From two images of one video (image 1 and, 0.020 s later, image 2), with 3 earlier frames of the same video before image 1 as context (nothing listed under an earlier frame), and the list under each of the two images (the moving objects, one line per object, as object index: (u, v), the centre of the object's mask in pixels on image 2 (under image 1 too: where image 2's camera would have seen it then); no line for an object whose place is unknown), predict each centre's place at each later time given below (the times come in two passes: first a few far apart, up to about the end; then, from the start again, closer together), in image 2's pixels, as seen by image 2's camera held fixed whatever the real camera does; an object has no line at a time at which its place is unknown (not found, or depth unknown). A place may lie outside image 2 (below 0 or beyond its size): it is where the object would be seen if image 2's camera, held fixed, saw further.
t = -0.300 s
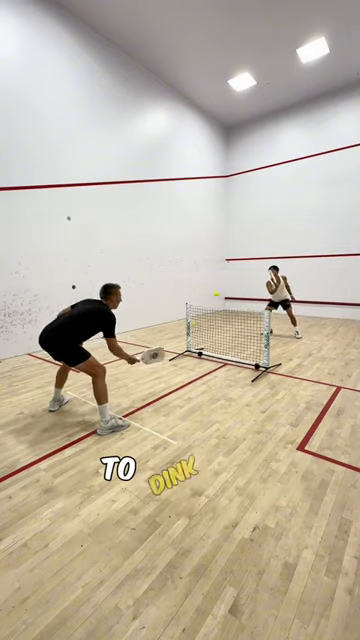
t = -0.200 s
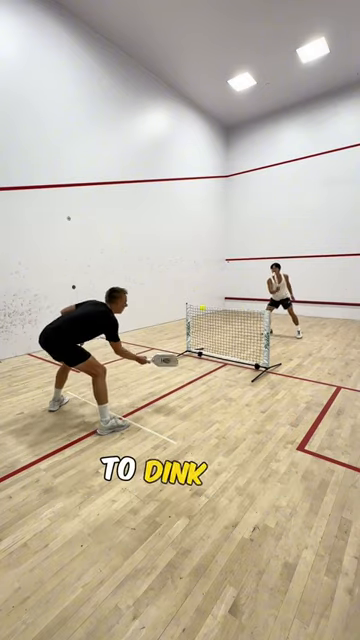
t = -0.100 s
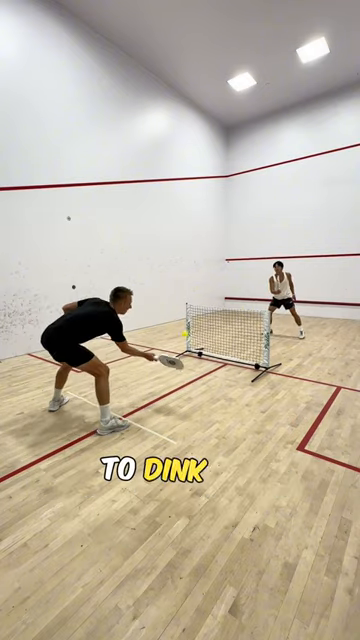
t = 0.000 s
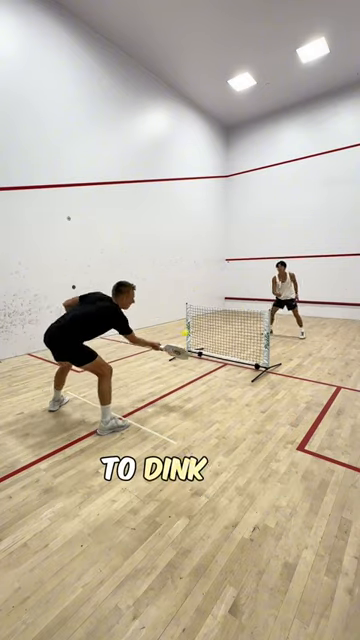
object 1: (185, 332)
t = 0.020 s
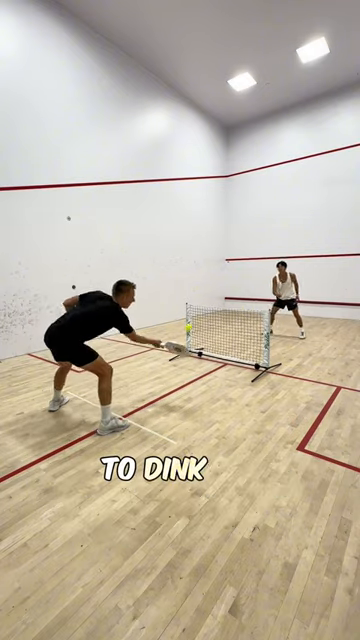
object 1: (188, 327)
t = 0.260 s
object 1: (227, 279)
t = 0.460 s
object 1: (247, 281)
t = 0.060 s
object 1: (197, 311)
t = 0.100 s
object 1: (204, 302)
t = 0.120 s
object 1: (206, 299)
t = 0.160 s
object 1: (213, 290)
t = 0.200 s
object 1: (218, 285)
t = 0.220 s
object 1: (220, 283)
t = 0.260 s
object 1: (227, 279)
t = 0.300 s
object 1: (231, 277)
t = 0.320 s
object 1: (233, 277)
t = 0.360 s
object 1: (238, 276)
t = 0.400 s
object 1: (242, 277)
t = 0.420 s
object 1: (242, 277)
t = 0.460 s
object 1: (247, 281)
